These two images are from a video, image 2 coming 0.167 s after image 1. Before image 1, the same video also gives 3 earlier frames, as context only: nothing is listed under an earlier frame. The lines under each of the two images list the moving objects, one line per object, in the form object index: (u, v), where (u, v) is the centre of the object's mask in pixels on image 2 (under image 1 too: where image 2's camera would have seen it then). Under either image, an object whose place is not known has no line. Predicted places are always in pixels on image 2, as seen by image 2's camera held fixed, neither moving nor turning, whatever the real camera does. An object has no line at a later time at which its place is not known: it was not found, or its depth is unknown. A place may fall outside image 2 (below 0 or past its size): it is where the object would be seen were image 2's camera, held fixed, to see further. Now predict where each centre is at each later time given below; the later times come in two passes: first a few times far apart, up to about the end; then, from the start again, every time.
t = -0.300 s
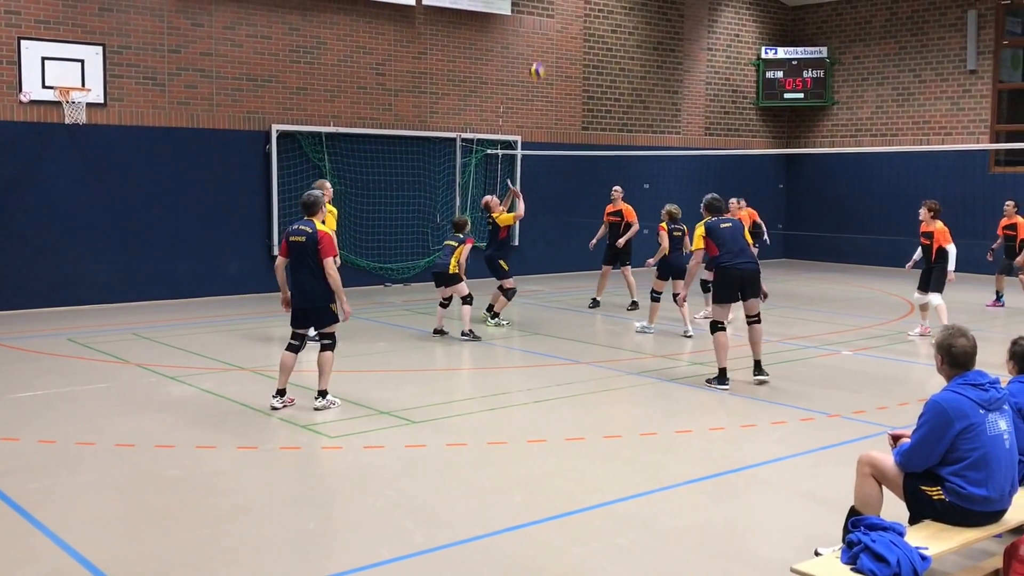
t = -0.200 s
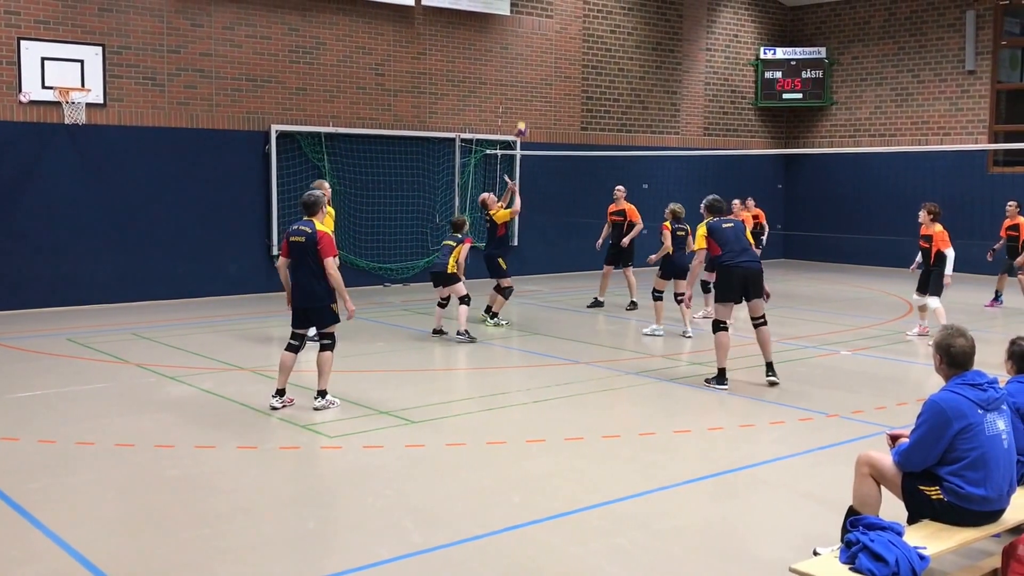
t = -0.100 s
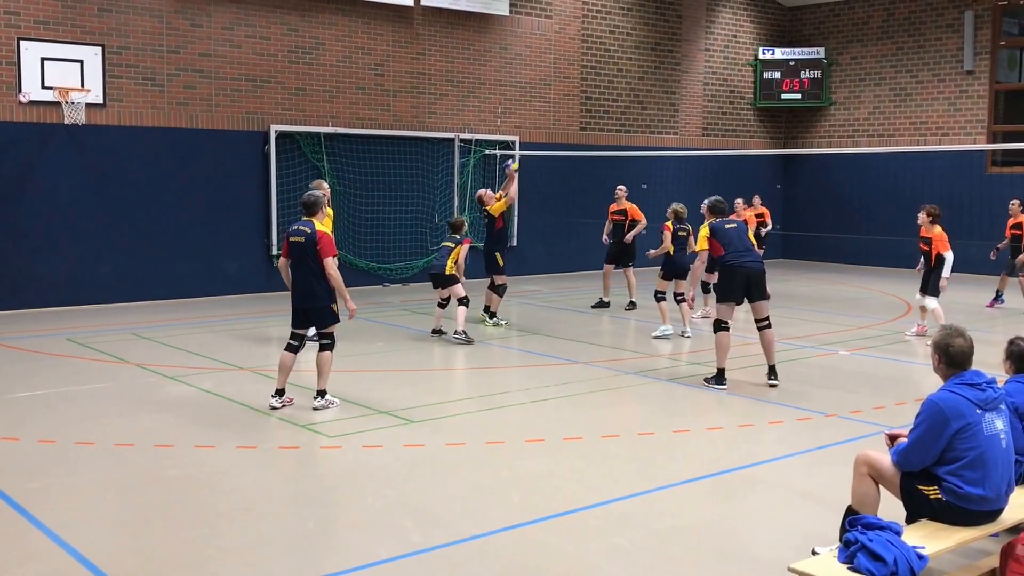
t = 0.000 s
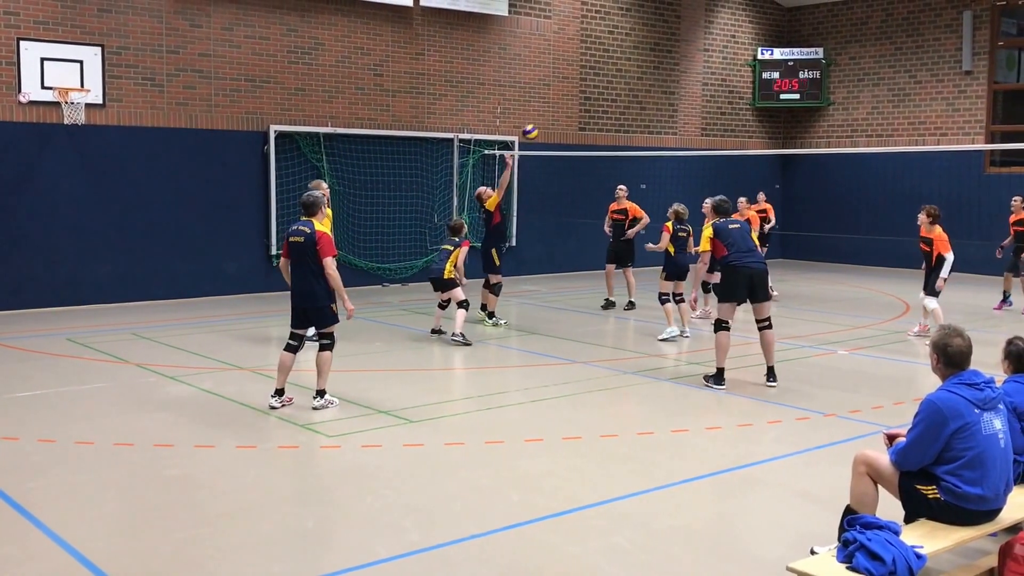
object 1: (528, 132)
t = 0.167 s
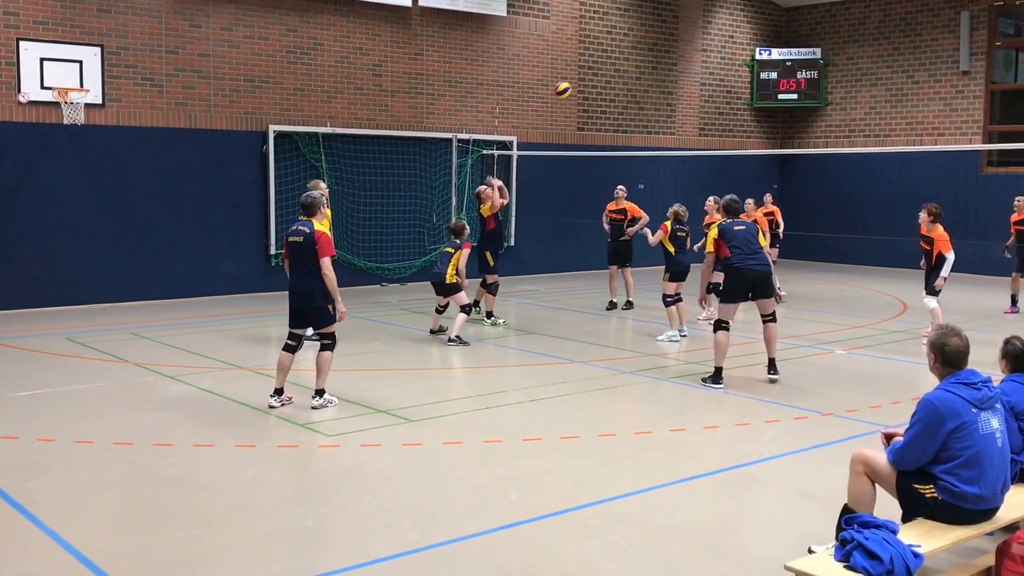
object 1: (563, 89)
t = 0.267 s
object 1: (583, 74)
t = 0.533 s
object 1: (640, 69)
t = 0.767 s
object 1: (688, 112)
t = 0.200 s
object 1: (570, 84)
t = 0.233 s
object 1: (577, 78)
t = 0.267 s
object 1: (583, 74)
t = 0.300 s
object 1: (591, 70)
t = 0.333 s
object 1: (598, 67)
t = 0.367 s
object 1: (605, 65)
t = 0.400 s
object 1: (612, 65)
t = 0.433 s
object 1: (619, 64)
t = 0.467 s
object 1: (626, 65)
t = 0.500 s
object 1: (633, 67)
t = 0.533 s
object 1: (640, 69)
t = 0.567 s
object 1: (647, 73)
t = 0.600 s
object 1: (654, 77)
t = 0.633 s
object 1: (661, 82)
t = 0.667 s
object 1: (668, 89)
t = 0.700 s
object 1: (675, 96)
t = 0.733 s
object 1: (681, 104)
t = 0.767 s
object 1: (688, 112)
